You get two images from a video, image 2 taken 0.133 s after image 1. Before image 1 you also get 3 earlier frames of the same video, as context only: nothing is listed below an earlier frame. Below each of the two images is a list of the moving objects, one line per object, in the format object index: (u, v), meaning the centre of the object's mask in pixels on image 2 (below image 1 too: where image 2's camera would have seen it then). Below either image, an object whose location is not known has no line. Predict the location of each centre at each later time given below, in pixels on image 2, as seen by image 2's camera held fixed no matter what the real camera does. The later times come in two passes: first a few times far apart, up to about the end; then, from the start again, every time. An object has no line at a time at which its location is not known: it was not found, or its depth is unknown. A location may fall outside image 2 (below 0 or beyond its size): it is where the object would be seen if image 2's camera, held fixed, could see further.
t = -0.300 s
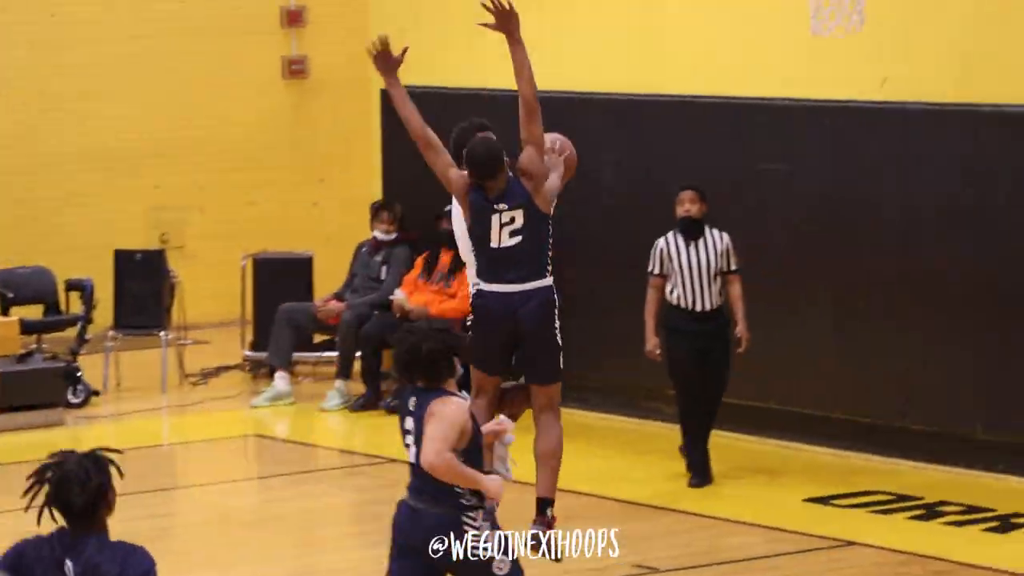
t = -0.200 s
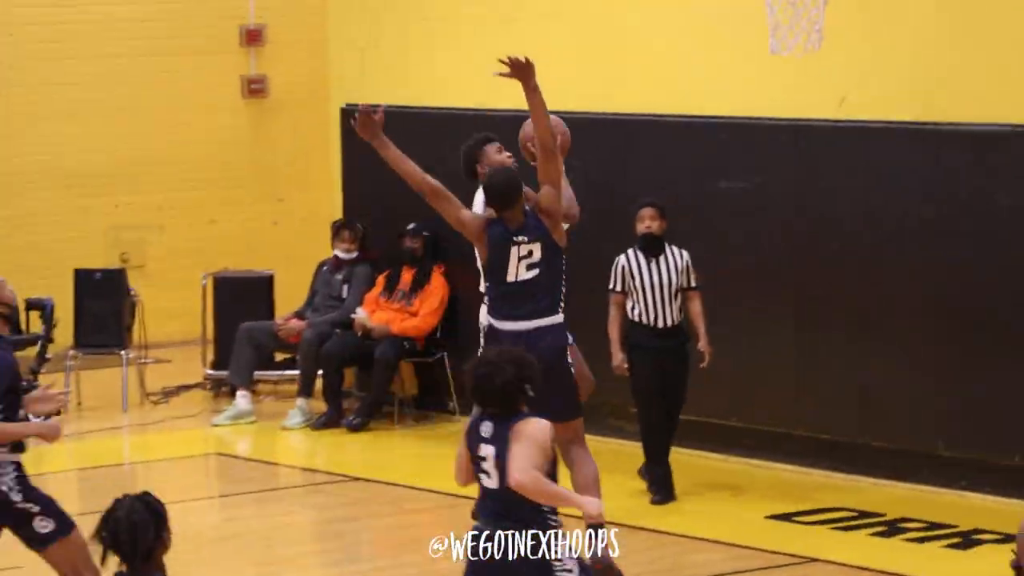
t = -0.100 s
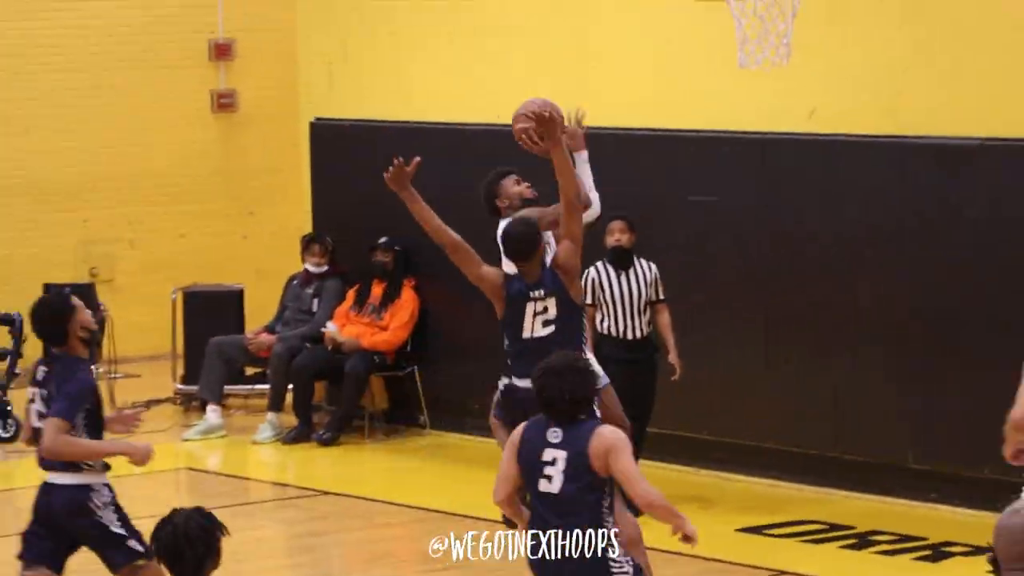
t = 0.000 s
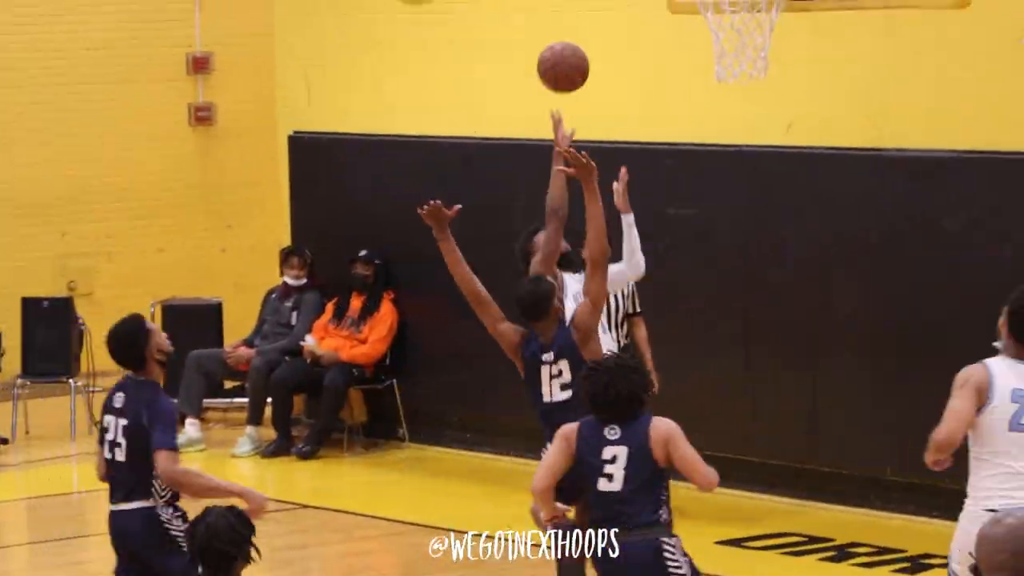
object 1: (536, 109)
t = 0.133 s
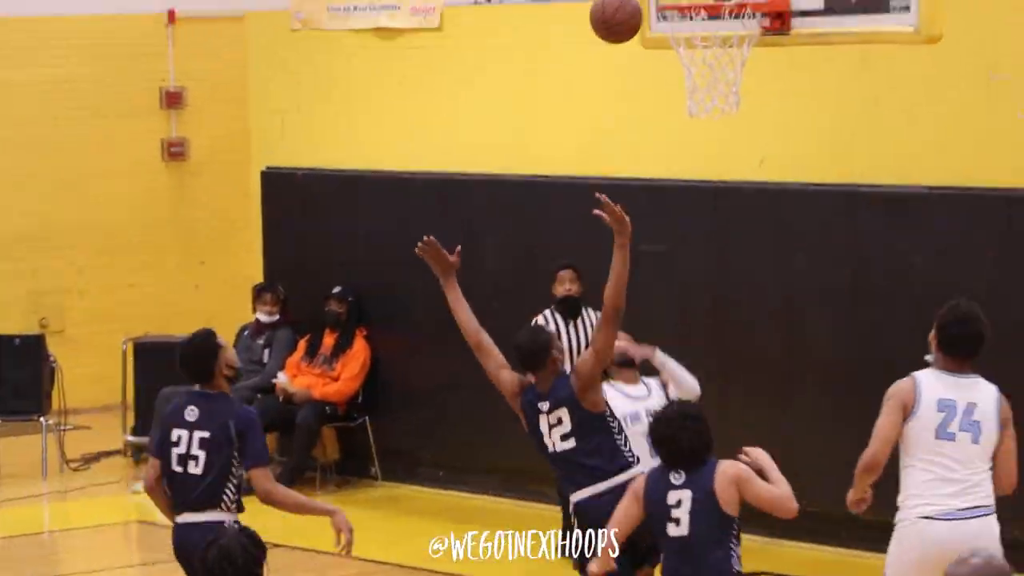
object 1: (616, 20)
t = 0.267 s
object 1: (701, -37)
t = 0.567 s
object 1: (697, -15)
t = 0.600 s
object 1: (693, 7)
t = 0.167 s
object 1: (636, 3)
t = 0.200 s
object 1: (657, -16)
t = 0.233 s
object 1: (679, -27)
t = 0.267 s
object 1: (701, -37)
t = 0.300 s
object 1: (717, -42)
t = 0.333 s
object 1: (715, -37)
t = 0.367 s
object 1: (712, -31)
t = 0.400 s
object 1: (709, -28)
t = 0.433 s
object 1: (707, -28)
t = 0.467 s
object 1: (704, -27)
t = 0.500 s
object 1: (702, -23)
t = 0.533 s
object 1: (699, -20)
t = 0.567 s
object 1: (697, -15)
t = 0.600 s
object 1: (693, 7)
